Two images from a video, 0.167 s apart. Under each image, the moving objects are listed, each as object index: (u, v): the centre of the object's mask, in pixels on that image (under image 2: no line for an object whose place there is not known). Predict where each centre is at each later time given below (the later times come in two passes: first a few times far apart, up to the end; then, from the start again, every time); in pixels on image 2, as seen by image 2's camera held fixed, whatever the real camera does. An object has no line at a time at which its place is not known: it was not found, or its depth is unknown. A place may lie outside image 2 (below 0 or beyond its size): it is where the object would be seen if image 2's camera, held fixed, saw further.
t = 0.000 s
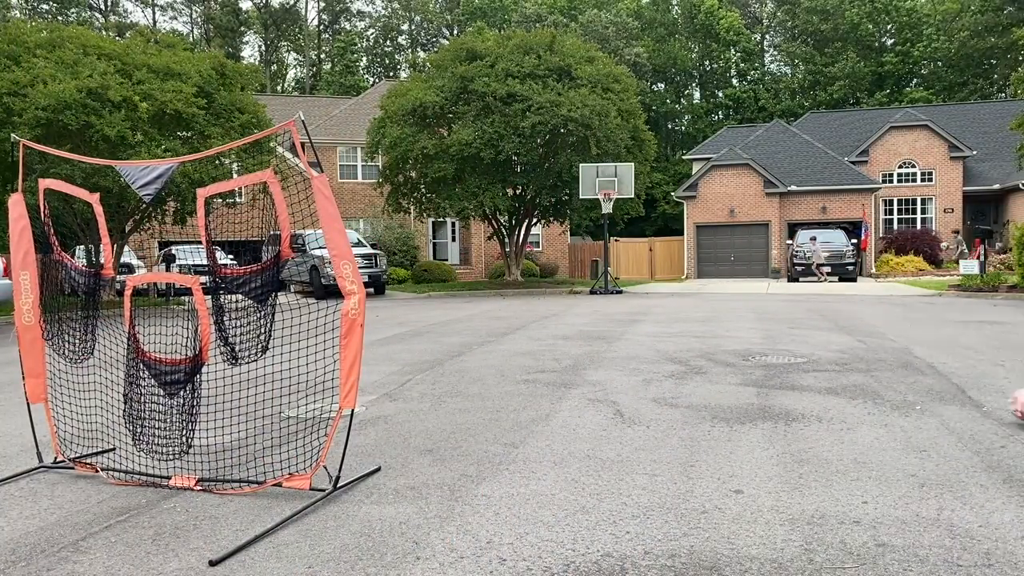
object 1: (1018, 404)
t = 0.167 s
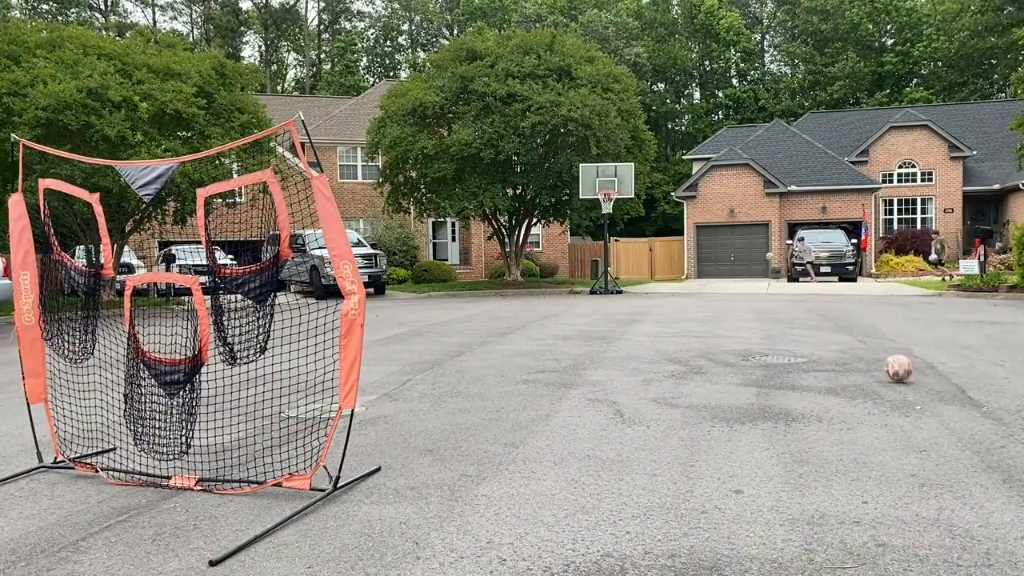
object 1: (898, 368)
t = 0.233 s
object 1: (865, 359)
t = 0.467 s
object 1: (779, 336)
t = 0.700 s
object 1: (725, 321)
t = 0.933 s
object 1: (689, 311)
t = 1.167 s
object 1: (665, 305)
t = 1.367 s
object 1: (649, 300)
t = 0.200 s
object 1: (882, 360)
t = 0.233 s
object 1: (865, 359)
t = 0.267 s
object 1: (850, 354)
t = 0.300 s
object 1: (836, 351)
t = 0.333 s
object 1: (823, 346)
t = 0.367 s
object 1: (810, 344)
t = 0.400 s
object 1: (799, 340)
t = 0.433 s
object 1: (789, 337)
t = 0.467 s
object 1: (779, 336)
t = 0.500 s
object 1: (770, 333)
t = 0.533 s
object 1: (761, 331)
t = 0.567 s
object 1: (753, 329)
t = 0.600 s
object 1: (745, 326)
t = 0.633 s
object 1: (738, 324)
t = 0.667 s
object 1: (731, 323)
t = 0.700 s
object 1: (725, 321)
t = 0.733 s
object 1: (719, 319)
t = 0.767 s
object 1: (714, 317)
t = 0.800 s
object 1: (708, 316)
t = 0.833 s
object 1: (703, 315)
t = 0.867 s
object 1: (698, 313)
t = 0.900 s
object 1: (694, 312)
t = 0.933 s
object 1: (689, 311)
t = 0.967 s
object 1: (685, 310)
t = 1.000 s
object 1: (682, 309)
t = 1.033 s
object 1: (678, 309)
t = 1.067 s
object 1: (674, 308)
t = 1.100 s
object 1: (672, 306)
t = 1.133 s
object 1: (668, 306)
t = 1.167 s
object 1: (665, 305)
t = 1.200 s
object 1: (662, 304)
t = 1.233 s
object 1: (659, 303)
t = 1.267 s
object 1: (657, 303)
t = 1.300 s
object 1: (654, 301)
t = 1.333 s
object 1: (651, 301)
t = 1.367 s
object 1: (649, 300)
